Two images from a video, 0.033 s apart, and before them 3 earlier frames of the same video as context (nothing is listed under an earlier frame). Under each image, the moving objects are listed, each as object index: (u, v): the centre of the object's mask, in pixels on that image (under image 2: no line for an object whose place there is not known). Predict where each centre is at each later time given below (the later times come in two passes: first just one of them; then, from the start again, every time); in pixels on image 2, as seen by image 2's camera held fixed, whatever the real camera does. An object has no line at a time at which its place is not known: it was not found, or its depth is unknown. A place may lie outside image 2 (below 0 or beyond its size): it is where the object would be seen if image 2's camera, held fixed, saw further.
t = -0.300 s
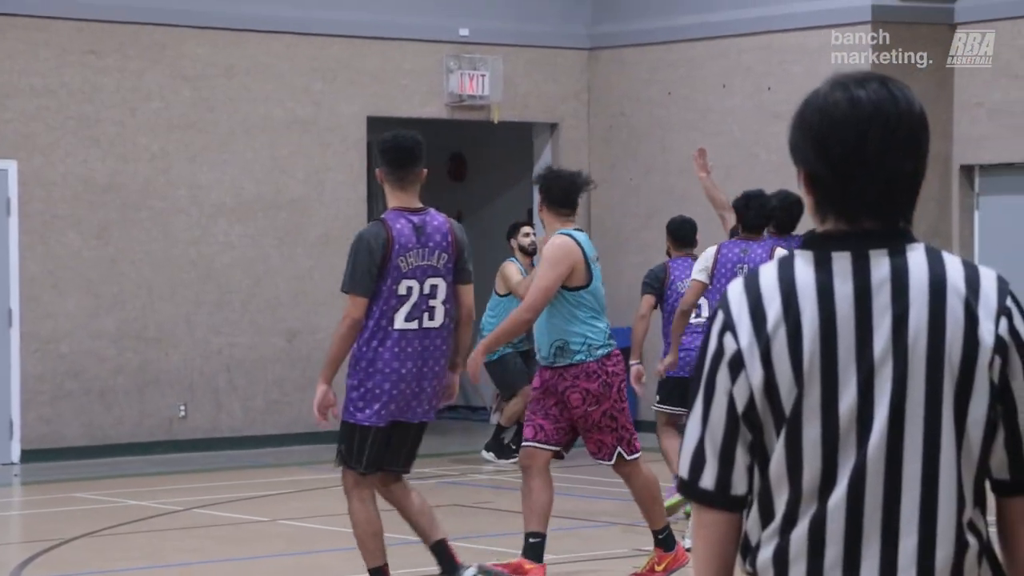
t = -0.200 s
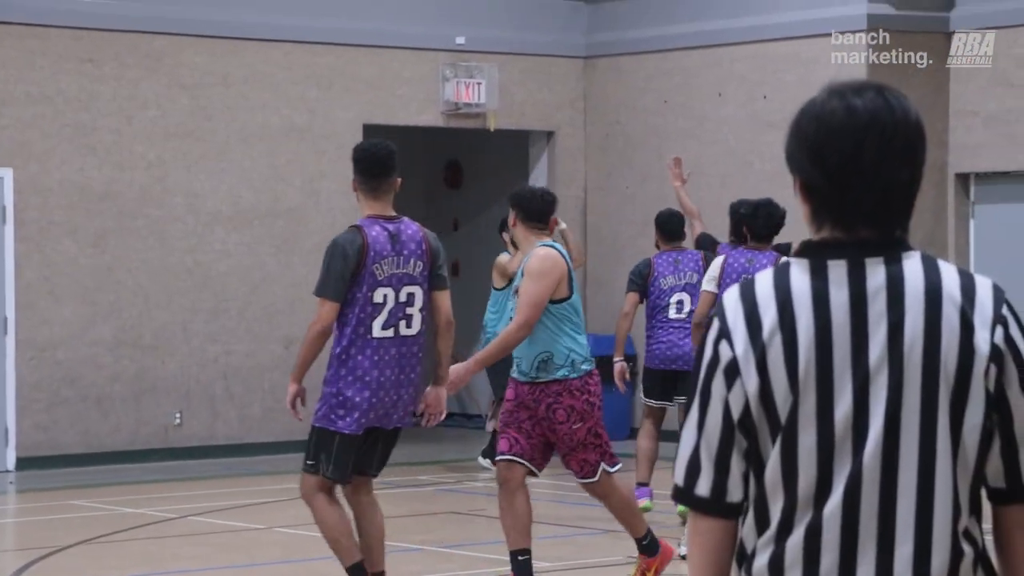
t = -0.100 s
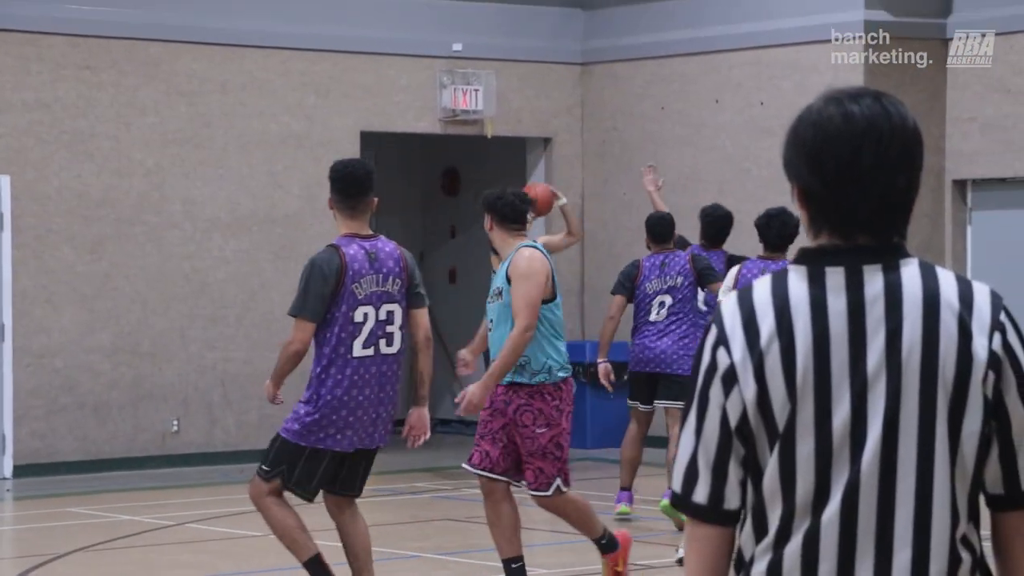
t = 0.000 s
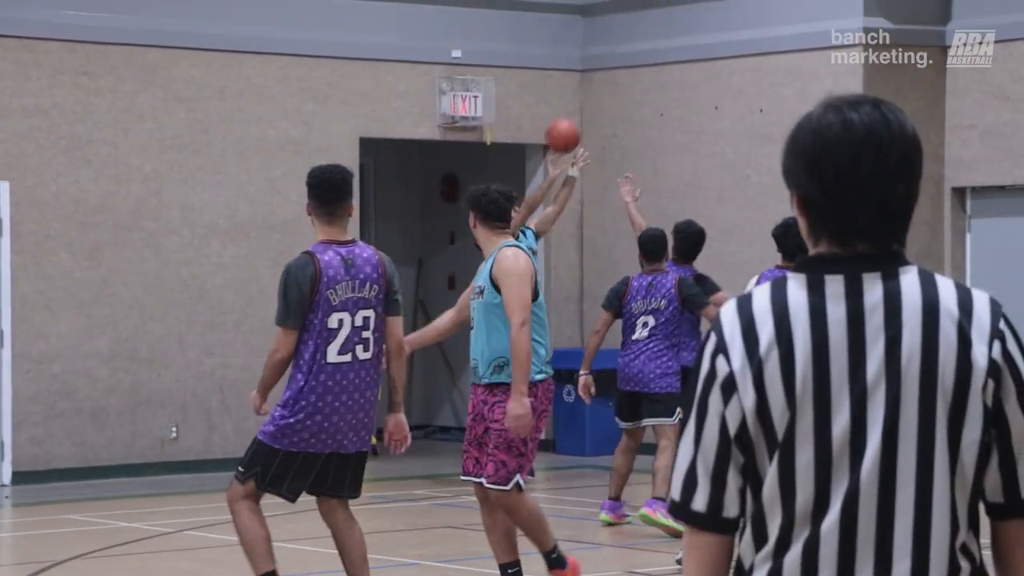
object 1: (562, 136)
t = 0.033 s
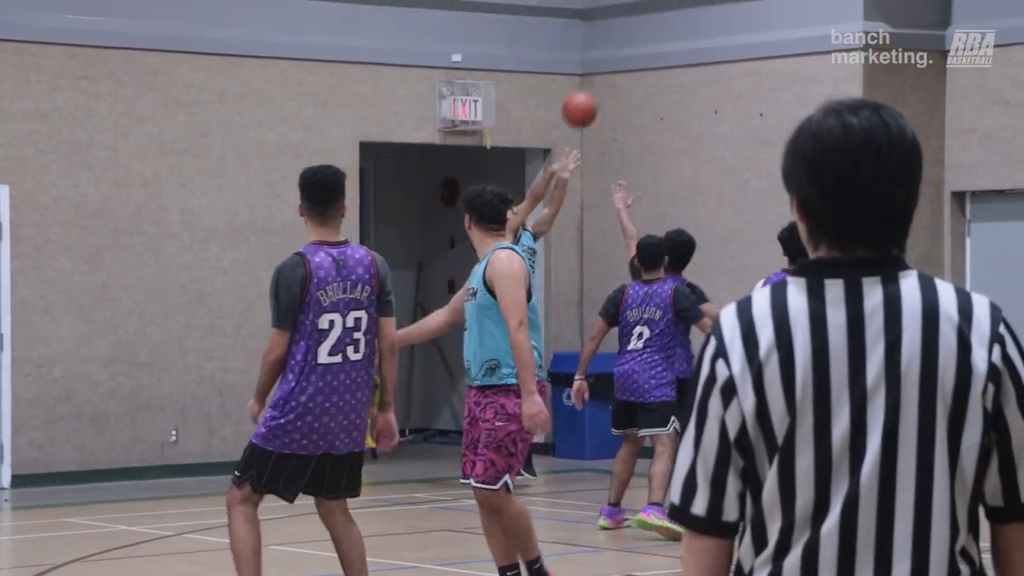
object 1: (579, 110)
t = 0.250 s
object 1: (696, -48)
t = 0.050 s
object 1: (588, 94)
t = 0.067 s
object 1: (596, 80)
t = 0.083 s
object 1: (605, 66)
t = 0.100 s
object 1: (613, 52)
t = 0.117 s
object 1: (623, 38)
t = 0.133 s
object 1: (631, 25)
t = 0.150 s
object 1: (640, 12)
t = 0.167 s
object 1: (649, 0)
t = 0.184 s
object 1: (659, -9)
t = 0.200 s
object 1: (668, -18)
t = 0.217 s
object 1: (677, -27)
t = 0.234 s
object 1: (687, -37)
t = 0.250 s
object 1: (696, -48)
